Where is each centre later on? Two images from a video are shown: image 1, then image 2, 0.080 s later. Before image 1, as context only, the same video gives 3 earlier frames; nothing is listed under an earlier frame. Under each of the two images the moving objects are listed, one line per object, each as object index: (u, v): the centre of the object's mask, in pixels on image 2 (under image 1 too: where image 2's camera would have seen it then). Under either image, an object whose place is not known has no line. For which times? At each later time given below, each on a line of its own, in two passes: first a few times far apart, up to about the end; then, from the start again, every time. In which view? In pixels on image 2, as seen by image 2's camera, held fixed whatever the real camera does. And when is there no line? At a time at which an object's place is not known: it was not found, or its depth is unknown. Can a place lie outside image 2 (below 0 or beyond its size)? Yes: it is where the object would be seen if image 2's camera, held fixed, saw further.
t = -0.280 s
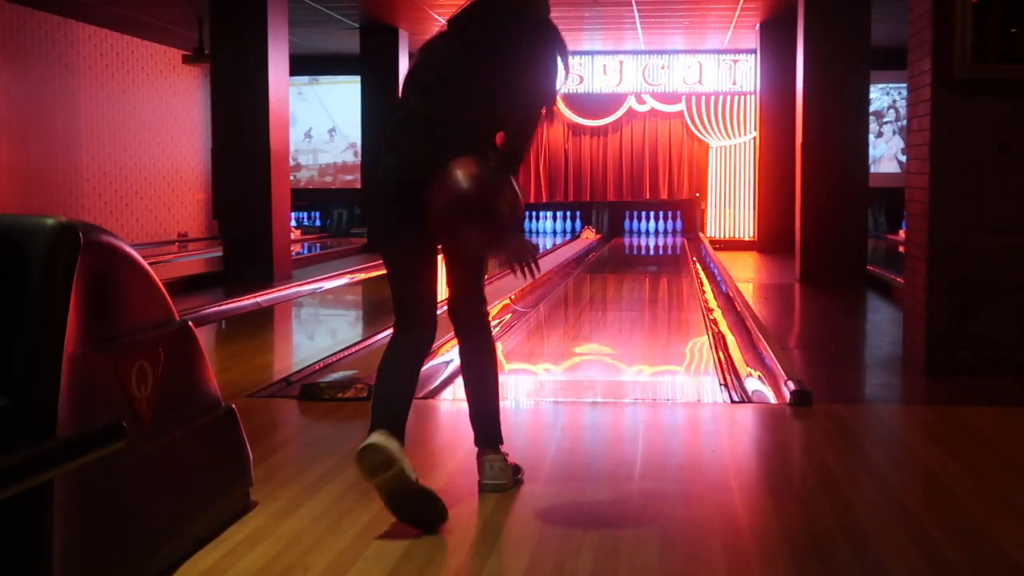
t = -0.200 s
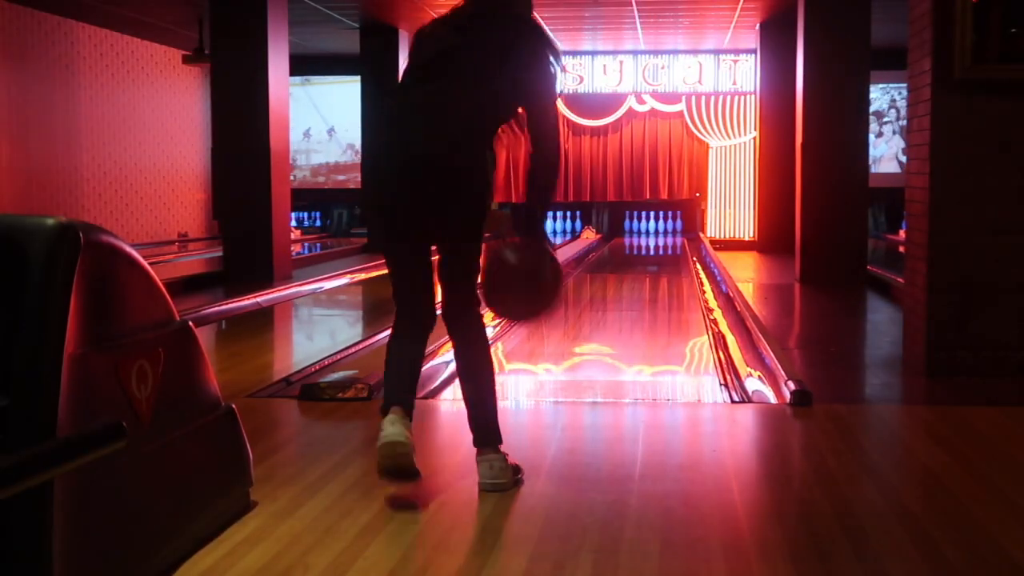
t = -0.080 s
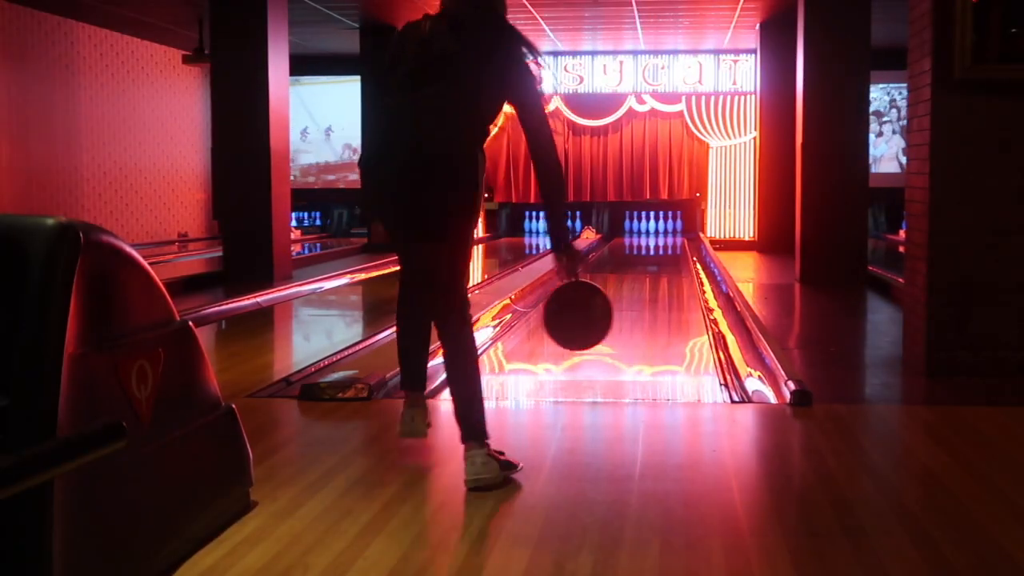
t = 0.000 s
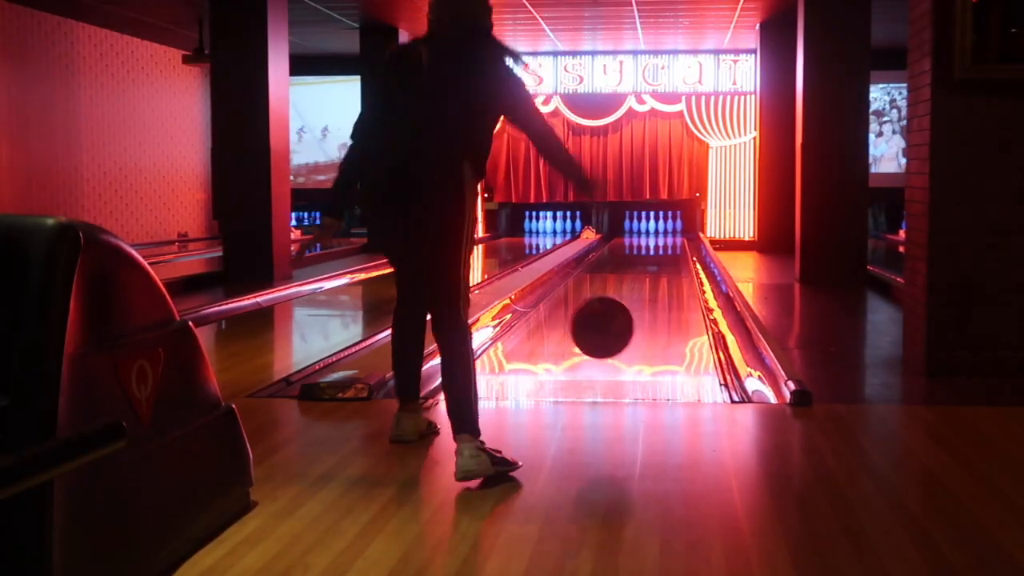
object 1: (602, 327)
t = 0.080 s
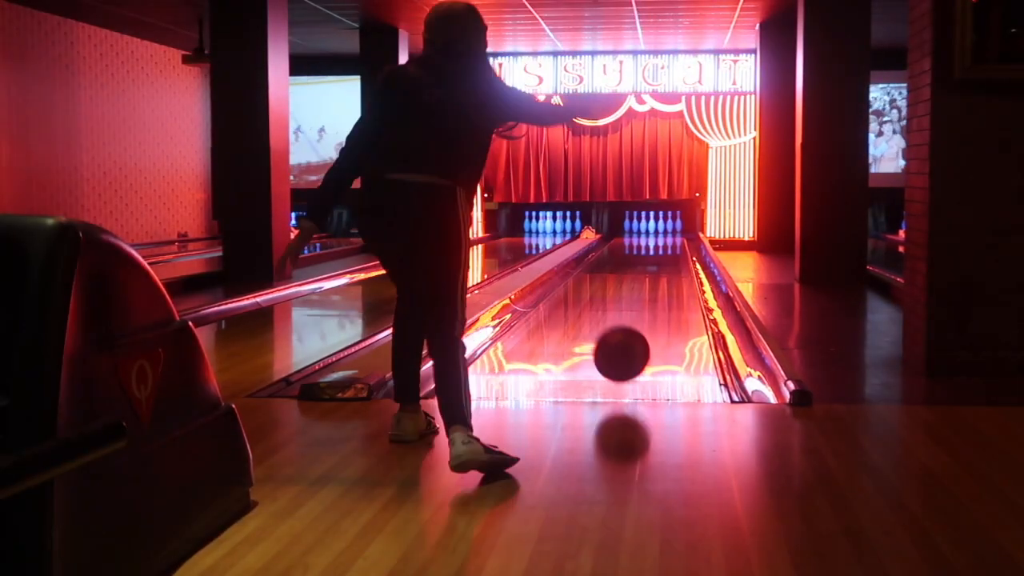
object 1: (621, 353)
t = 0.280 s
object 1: (656, 334)
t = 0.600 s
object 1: (691, 302)
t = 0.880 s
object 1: (711, 290)
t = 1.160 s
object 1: (711, 280)
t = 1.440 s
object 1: (707, 271)
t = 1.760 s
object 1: (703, 264)
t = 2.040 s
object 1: (701, 258)
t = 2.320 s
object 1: (699, 254)
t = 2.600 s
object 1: (698, 250)
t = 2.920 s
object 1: (696, 246)
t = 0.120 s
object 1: (630, 357)
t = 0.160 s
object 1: (637, 346)
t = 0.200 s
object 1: (645, 340)
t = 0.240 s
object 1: (651, 337)
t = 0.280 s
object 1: (656, 334)
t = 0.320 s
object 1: (662, 329)
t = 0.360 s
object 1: (667, 324)
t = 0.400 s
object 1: (672, 320)
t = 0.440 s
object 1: (676, 316)
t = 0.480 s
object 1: (680, 312)
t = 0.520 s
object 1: (684, 308)
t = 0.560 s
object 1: (687, 305)
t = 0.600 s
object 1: (691, 302)
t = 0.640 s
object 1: (694, 299)
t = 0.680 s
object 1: (697, 296)
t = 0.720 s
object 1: (700, 293)
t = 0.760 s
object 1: (702, 291)
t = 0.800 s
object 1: (705, 289)
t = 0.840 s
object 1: (708, 289)
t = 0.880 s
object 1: (711, 290)
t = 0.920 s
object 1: (716, 291)
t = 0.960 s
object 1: (714, 288)
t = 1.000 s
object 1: (712, 285)
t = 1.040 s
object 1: (711, 284)
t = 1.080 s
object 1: (711, 282)
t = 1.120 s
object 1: (712, 282)
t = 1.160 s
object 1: (711, 280)
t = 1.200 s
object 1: (710, 278)
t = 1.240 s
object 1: (709, 277)
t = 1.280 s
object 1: (709, 275)
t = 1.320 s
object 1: (708, 274)
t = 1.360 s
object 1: (708, 273)
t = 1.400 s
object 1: (707, 271)
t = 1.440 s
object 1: (707, 271)
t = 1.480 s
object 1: (706, 269)
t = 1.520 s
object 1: (706, 269)
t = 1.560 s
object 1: (705, 268)
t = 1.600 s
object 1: (705, 267)
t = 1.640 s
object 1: (705, 266)
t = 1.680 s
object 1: (704, 265)
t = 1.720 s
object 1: (704, 264)
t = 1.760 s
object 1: (703, 264)
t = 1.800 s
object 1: (703, 262)
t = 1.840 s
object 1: (703, 262)
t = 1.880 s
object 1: (702, 261)
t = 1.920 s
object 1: (702, 260)
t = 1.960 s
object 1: (702, 260)
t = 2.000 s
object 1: (701, 259)
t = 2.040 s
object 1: (701, 258)
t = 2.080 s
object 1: (701, 258)
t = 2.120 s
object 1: (701, 257)
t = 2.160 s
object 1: (700, 256)
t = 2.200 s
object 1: (700, 256)
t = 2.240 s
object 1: (700, 256)
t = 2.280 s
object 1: (700, 255)
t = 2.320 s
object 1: (699, 254)
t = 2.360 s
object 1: (699, 253)
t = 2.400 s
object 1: (699, 253)
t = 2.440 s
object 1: (698, 253)
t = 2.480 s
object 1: (698, 252)
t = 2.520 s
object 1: (698, 252)
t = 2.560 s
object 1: (698, 250)
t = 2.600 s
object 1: (698, 250)
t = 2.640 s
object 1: (698, 250)
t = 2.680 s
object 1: (697, 248)
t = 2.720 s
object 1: (697, 248)
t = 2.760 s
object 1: (697, 248)
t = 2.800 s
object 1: (696, 247)
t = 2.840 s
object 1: (697, 248)
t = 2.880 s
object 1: (696, 247)
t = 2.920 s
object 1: (696, 246)
